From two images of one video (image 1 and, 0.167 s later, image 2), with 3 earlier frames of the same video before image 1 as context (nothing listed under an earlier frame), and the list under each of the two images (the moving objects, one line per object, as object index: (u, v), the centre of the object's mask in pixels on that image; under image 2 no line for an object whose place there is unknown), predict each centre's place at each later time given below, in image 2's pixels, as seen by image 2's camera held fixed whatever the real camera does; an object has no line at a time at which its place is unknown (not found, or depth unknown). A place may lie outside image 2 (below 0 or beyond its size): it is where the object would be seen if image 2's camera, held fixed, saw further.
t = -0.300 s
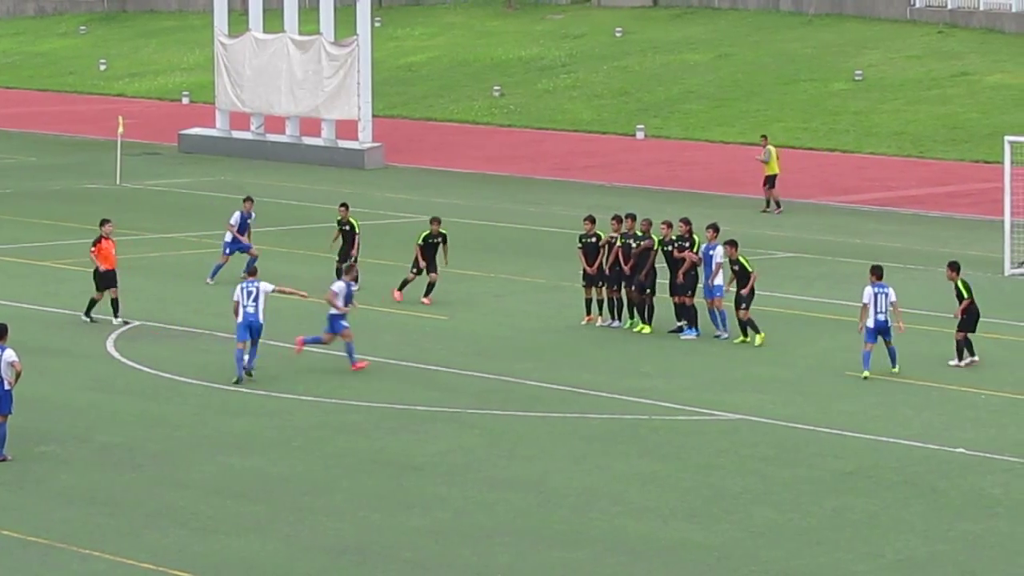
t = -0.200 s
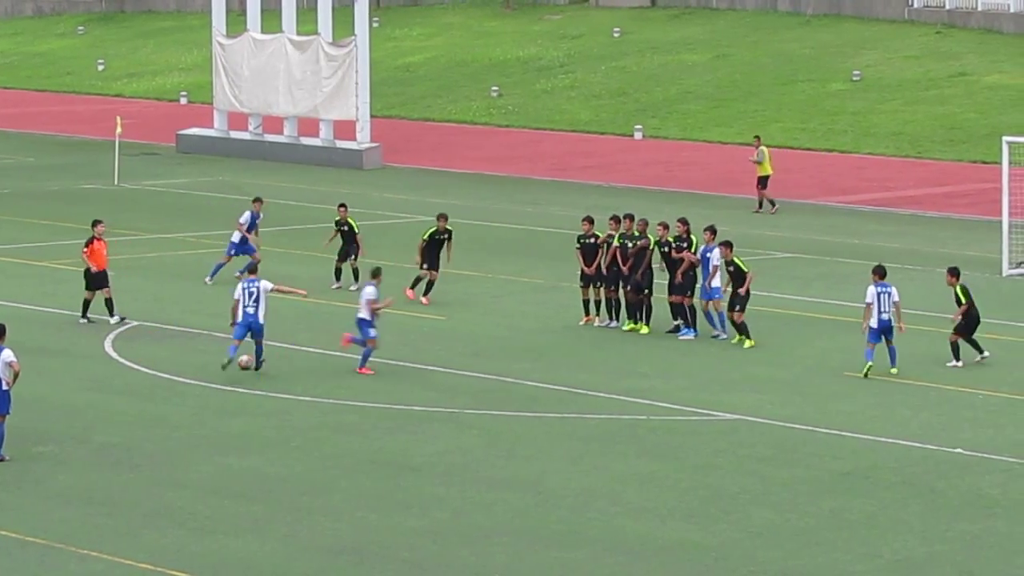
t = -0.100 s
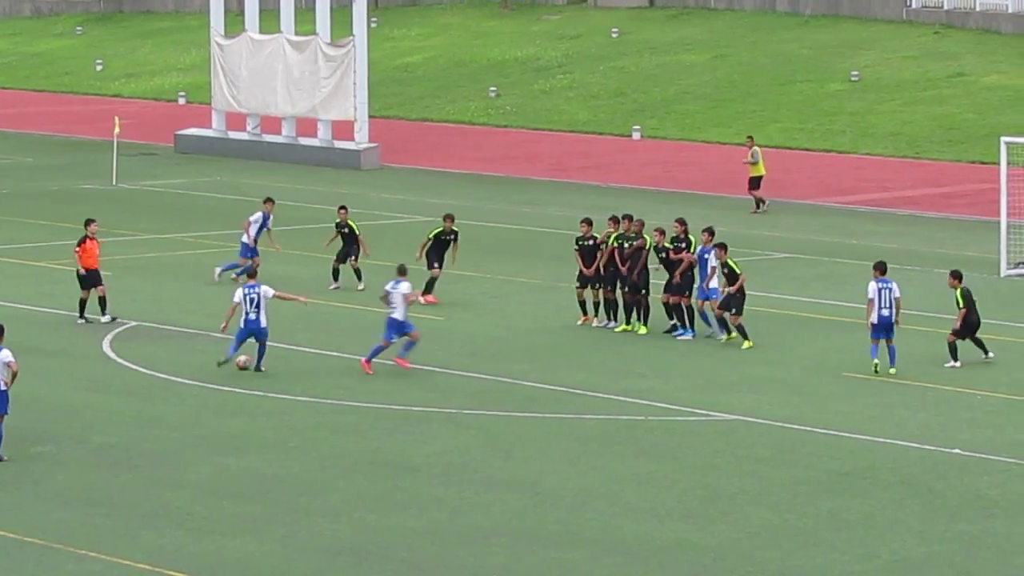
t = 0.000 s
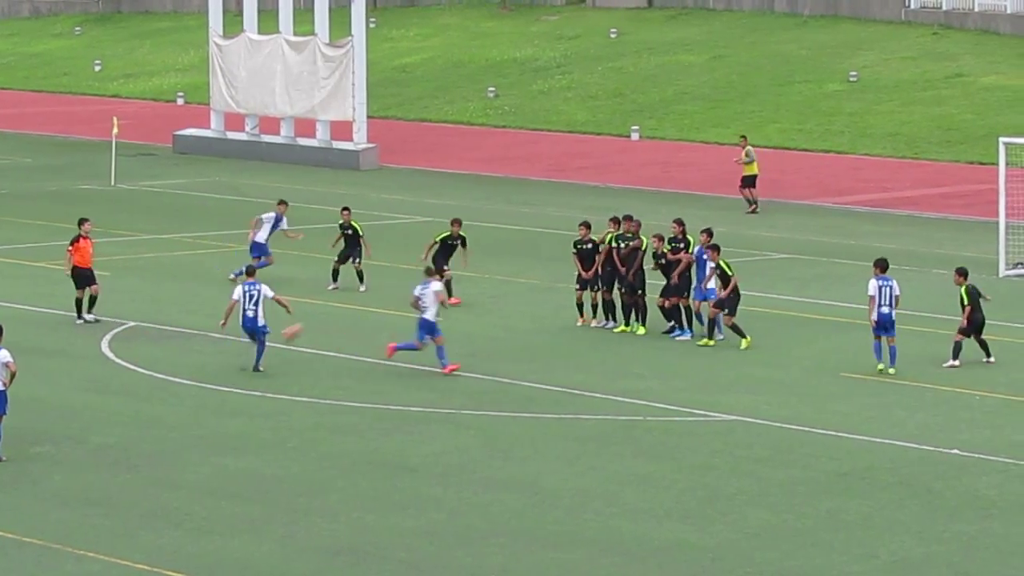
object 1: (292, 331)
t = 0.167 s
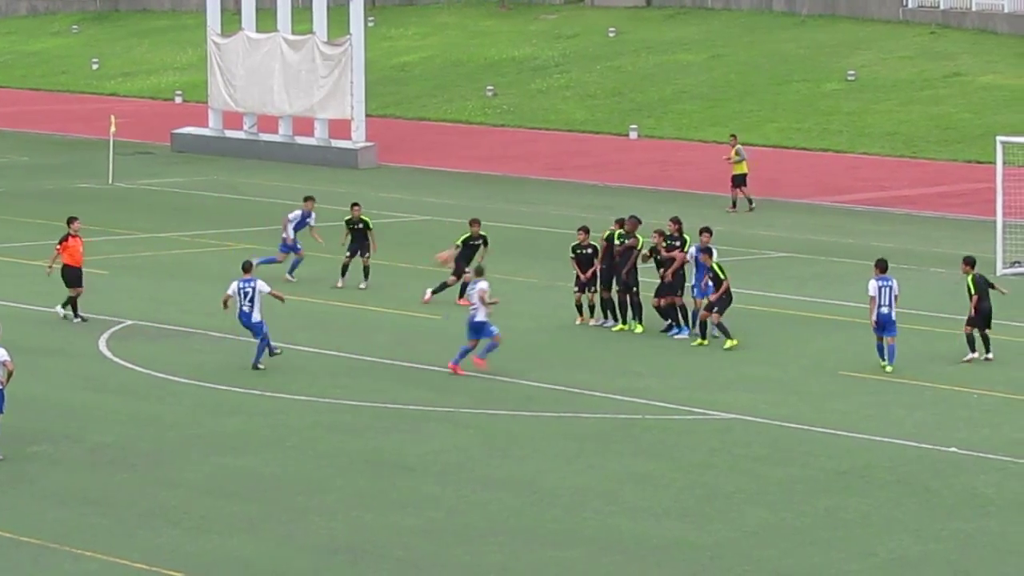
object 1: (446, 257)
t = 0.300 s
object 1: (563, 219)
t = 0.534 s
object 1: (747, 186)
